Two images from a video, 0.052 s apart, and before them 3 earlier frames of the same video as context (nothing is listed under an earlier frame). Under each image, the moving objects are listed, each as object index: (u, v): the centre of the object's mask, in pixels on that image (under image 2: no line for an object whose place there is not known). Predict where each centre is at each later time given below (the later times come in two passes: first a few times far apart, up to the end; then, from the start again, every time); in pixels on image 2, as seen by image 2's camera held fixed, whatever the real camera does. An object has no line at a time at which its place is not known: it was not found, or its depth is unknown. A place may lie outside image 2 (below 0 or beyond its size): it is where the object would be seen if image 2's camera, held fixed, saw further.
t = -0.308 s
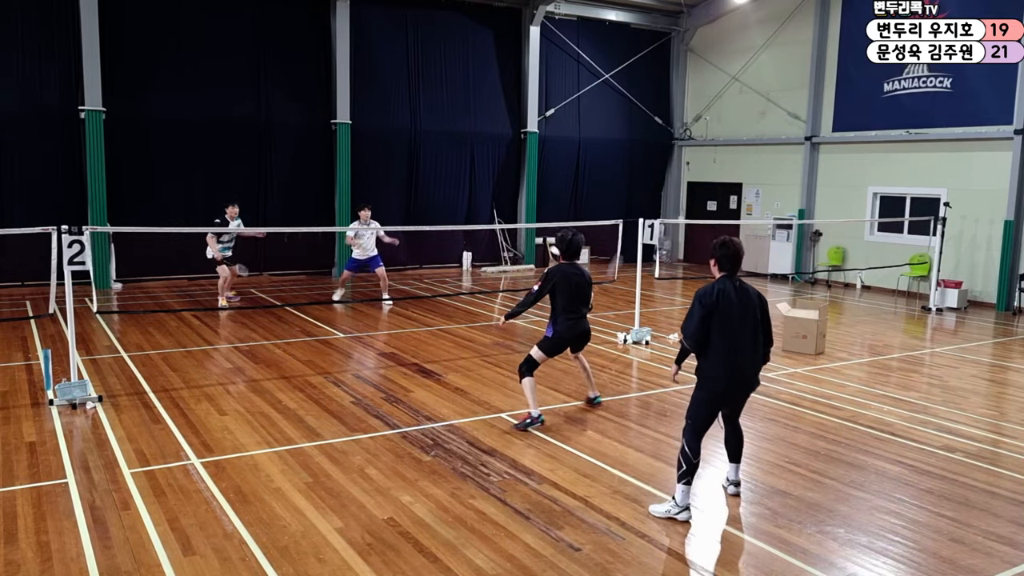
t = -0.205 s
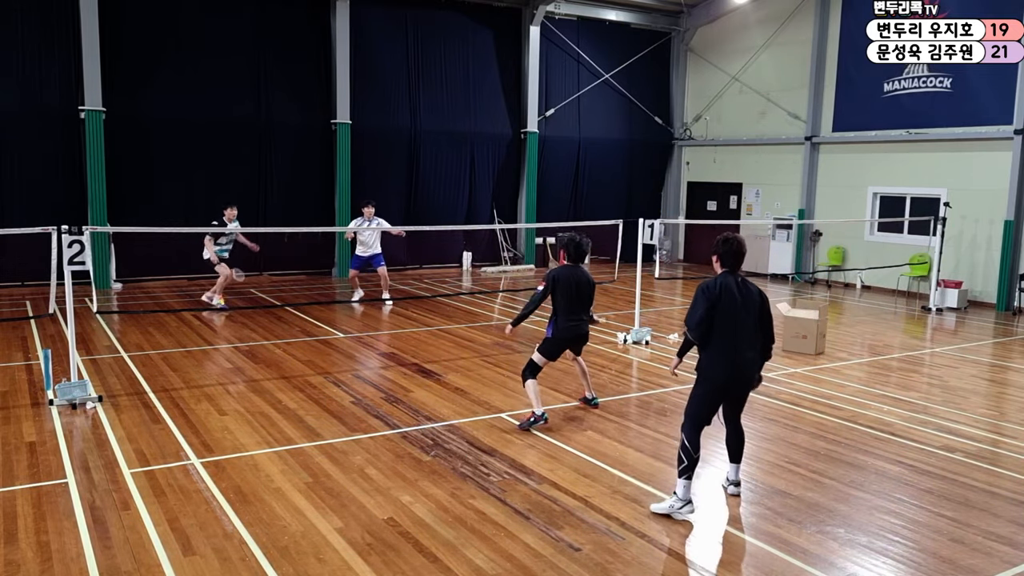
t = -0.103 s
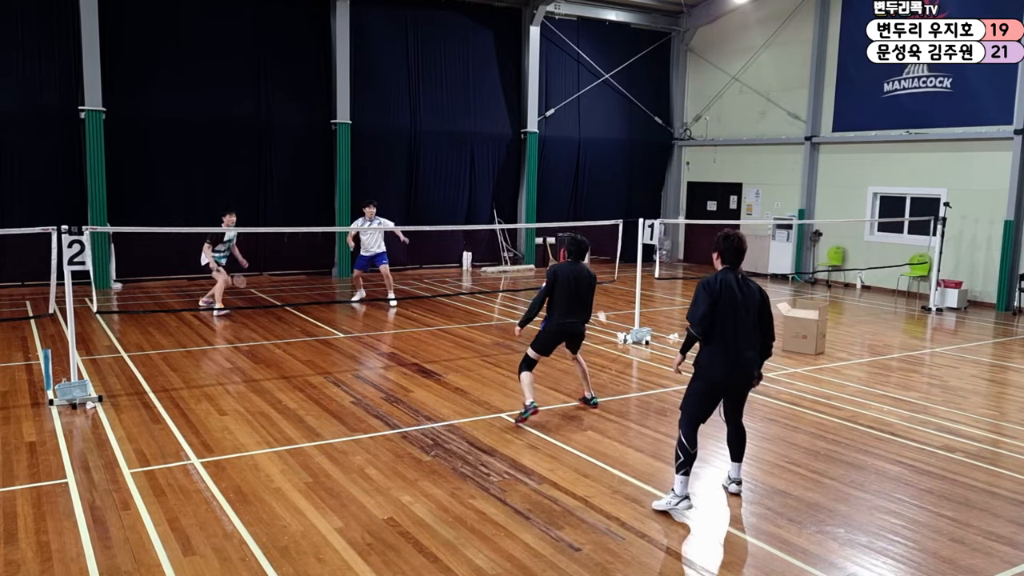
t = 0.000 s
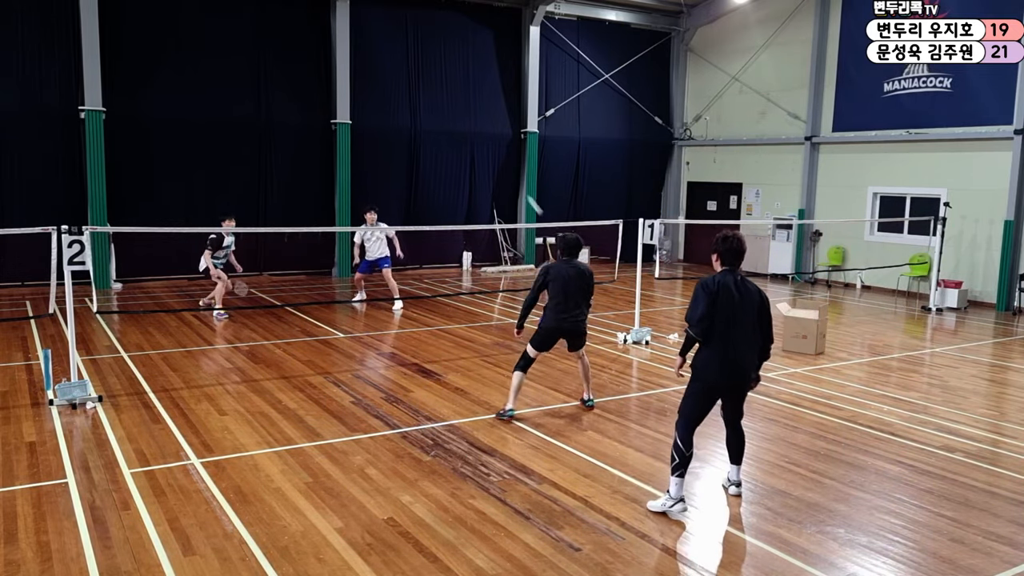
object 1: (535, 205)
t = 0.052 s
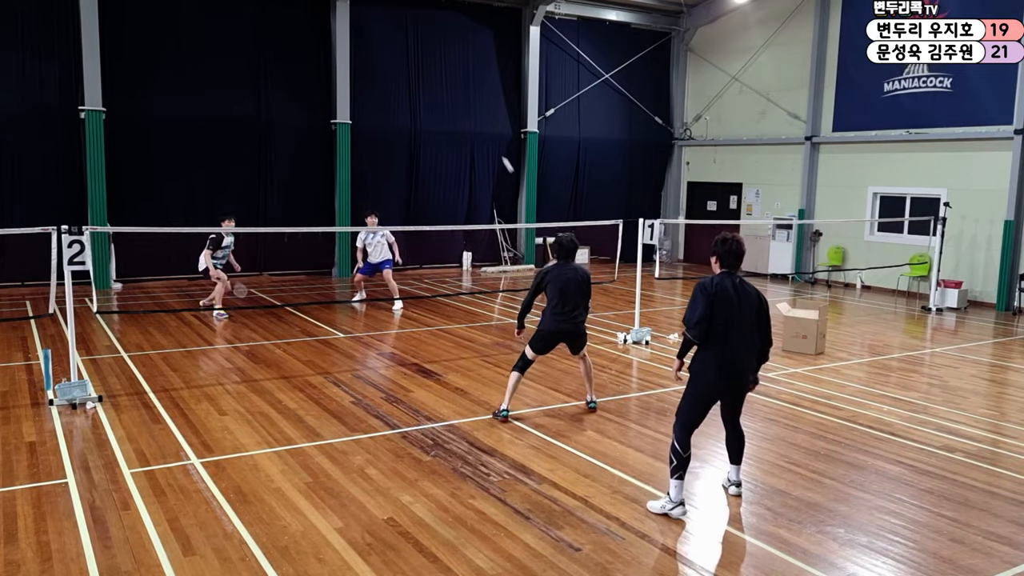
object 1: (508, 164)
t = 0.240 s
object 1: (449, 89)
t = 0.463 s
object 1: (410, 65)
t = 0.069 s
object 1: (501, 154)
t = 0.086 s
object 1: (494, 144)
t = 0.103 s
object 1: (488, 135)
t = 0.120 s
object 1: (482, 127)
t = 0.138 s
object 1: (476, 120)
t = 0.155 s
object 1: (471, 113)
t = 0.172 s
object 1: (466, 108)
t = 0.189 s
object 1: (462, 102)
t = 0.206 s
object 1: (457, 97)
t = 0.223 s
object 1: (453, 92)
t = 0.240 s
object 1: (449, 89)
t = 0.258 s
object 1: (445, 85)
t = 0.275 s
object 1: (442, 82)
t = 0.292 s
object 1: (439, 79)
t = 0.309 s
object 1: (436, 77)
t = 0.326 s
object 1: (432, 74)
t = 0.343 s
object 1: (430, 73)
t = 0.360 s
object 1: (427, 71)
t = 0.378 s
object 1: (424, 69)
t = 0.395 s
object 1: (419, 67)
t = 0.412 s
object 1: (417, 66)
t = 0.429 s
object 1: (414, 66)
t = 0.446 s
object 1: (412, 65)
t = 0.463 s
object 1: (410, 65)
